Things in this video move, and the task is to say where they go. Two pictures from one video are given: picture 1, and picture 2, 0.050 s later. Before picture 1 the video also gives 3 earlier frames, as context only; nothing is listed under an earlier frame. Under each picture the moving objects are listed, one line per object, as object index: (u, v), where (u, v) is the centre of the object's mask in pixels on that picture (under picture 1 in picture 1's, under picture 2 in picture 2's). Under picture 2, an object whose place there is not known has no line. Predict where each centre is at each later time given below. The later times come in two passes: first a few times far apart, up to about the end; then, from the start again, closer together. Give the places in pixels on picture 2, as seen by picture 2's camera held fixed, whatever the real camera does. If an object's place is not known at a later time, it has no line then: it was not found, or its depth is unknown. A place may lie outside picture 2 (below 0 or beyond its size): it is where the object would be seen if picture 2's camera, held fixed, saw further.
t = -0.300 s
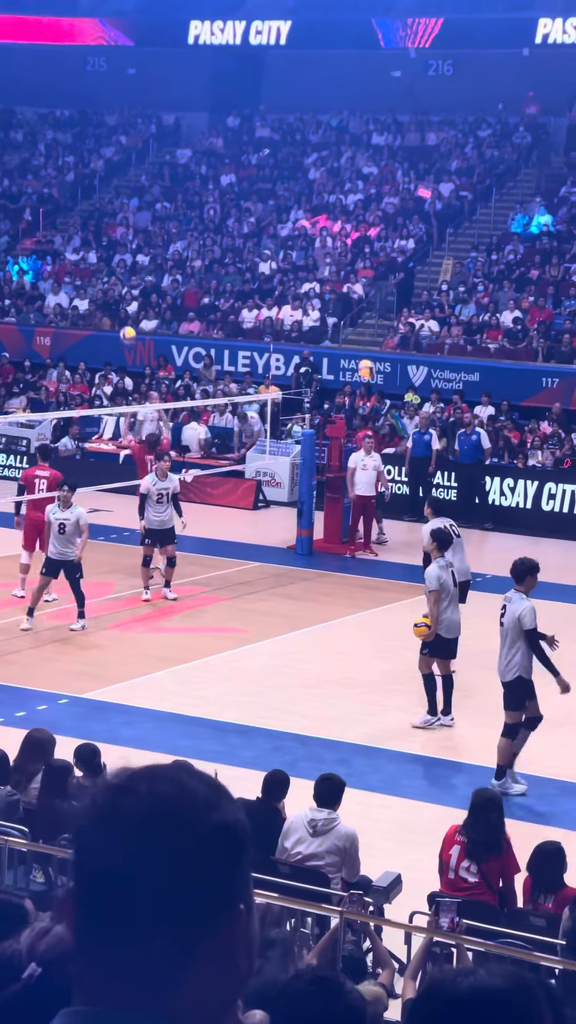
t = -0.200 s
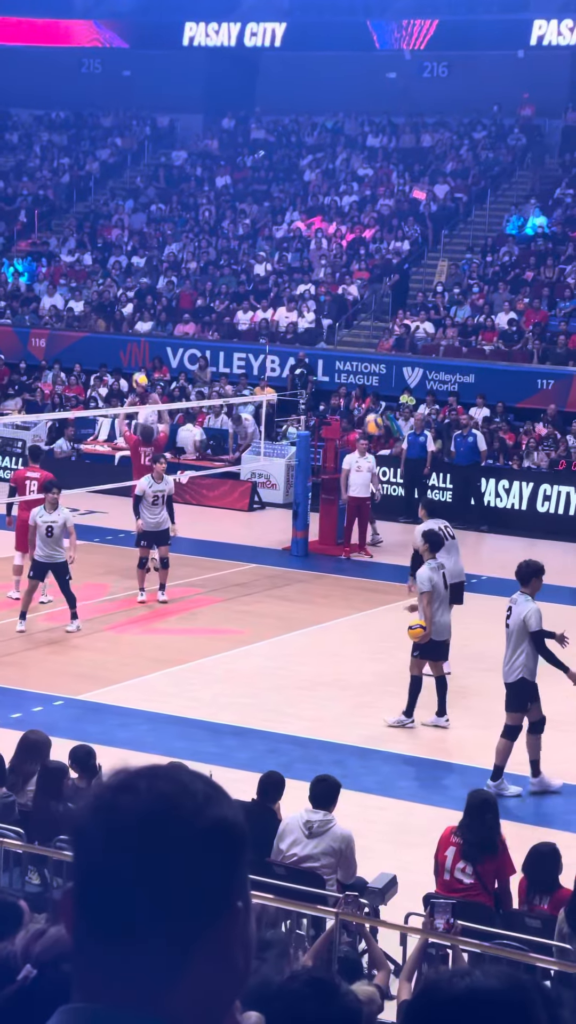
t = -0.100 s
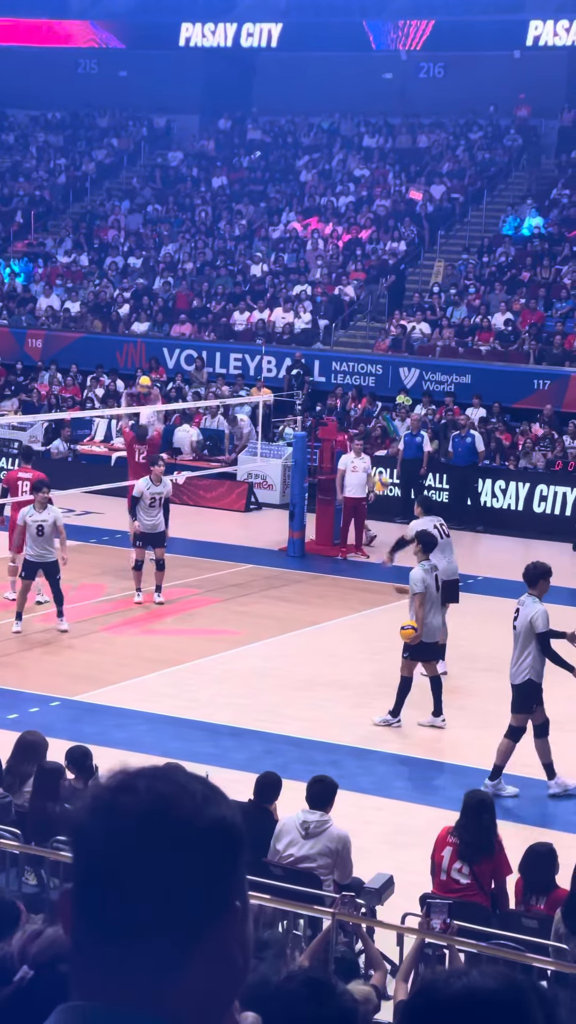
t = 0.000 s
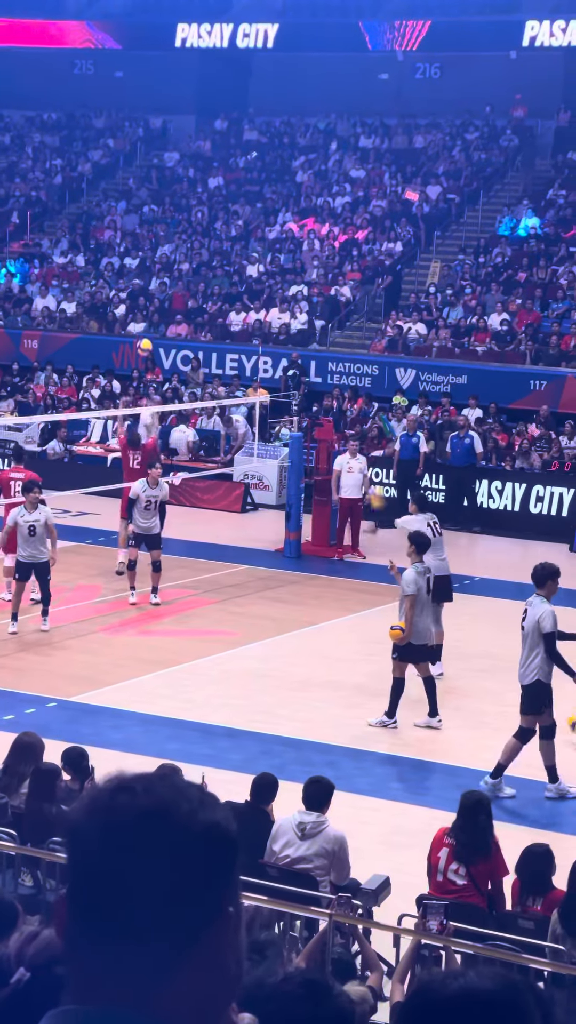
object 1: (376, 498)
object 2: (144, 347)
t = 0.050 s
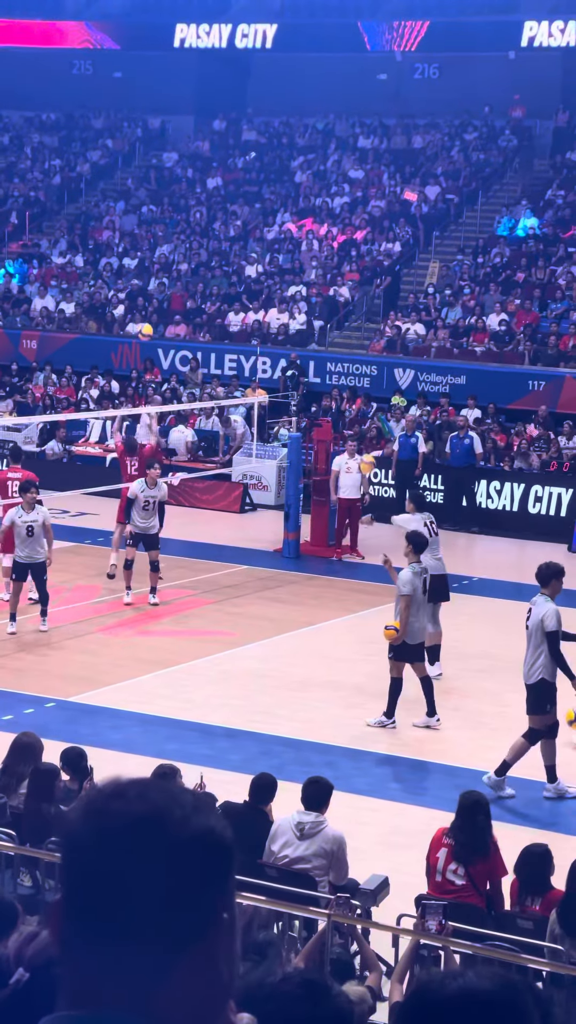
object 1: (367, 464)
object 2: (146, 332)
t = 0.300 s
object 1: (320, 334)
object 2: (155, 281)
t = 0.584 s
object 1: (270, 261)
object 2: (166, 281)
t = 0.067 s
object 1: (364, 453)
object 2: (146, 327)
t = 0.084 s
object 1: (361, 443)
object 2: (147, 321)
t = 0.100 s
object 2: (147, 317)
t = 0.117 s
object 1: (355, 424)
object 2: (148, 314)
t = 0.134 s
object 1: (352, 416)
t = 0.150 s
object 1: (349, 405)
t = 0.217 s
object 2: (152, 293)
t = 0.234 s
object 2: (153, 290)
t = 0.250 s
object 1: (330, 355)
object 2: (154, 288)
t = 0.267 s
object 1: (327, 348)
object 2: (154, 286)
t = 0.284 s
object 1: (324, 340)
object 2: (155, 283)
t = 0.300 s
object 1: (320, 334)
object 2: (155, 281)
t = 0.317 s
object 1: (318, 328)
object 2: (156, 279)
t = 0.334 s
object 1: (315, 322)
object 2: (157, 278)
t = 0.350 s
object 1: (313, 315)
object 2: (158, 277)
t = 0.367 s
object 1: (310, 310)
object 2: (159, 276)
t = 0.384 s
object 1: (306, 305)
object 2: (159, 275)
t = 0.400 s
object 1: (302, 300)
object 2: (160, 275)
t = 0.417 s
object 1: (299, 295)
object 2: (160, 274)
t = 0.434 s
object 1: (297, 289)
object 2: (161, 274)
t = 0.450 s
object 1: (295, 285)
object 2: (161, 274)
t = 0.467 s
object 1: (291, 280)
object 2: (162, 274)
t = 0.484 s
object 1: (288, 276)
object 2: (162, 275)
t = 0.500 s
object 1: (285, 273)
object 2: (163, 275)
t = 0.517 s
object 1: (282, 270)
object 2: (164, 276)
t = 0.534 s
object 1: (279, 267)
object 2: (164, 277)
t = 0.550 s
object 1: (276, 264)
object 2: (165, 278)
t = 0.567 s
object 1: (273, 262)
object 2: (165, 279)
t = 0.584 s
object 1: (270, 261)
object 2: (166, 281)
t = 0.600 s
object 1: (268, 258)
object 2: (166, 283)
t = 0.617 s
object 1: (264, 256)
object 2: (166, 285)
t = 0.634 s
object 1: (261, 254)
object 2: (167, 287)
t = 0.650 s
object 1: (258, 253)
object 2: (167, 289)
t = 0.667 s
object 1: (255, 251)
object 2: (167, 292)
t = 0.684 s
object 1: (252, 251)
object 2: (168, 295)
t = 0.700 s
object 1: (249, 250)
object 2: (169, 298)
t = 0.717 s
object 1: (246, 250)
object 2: (169, 301)
